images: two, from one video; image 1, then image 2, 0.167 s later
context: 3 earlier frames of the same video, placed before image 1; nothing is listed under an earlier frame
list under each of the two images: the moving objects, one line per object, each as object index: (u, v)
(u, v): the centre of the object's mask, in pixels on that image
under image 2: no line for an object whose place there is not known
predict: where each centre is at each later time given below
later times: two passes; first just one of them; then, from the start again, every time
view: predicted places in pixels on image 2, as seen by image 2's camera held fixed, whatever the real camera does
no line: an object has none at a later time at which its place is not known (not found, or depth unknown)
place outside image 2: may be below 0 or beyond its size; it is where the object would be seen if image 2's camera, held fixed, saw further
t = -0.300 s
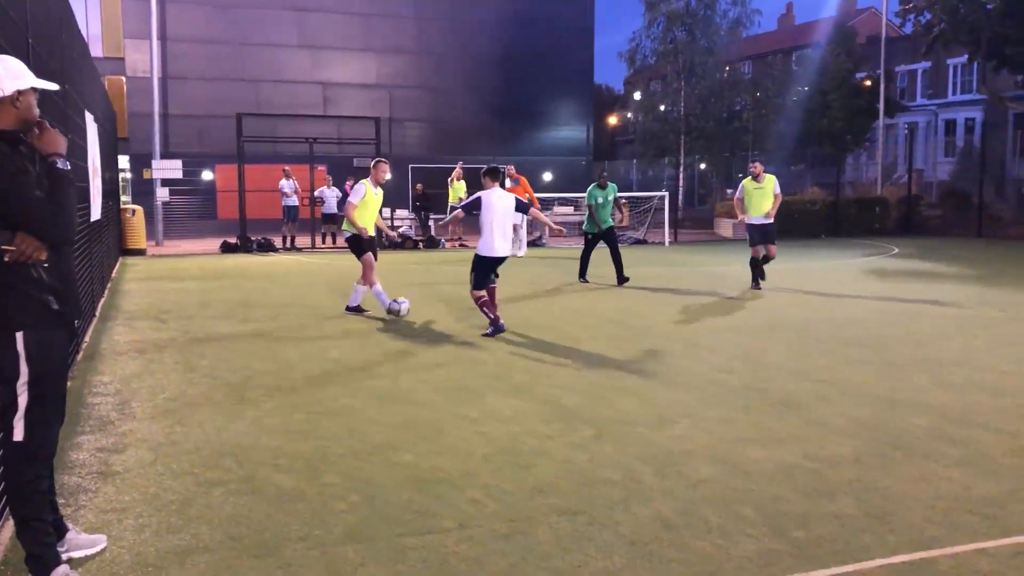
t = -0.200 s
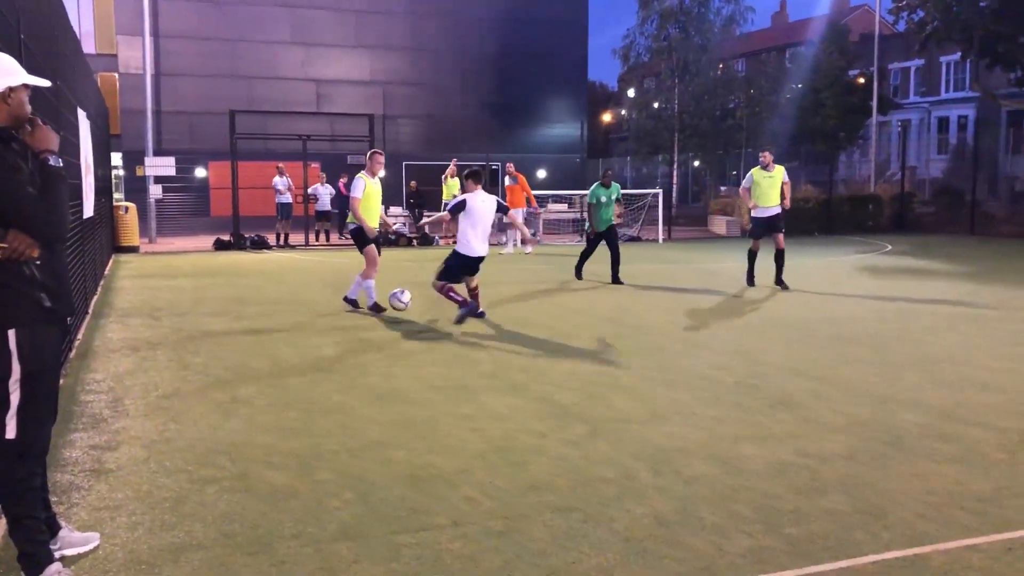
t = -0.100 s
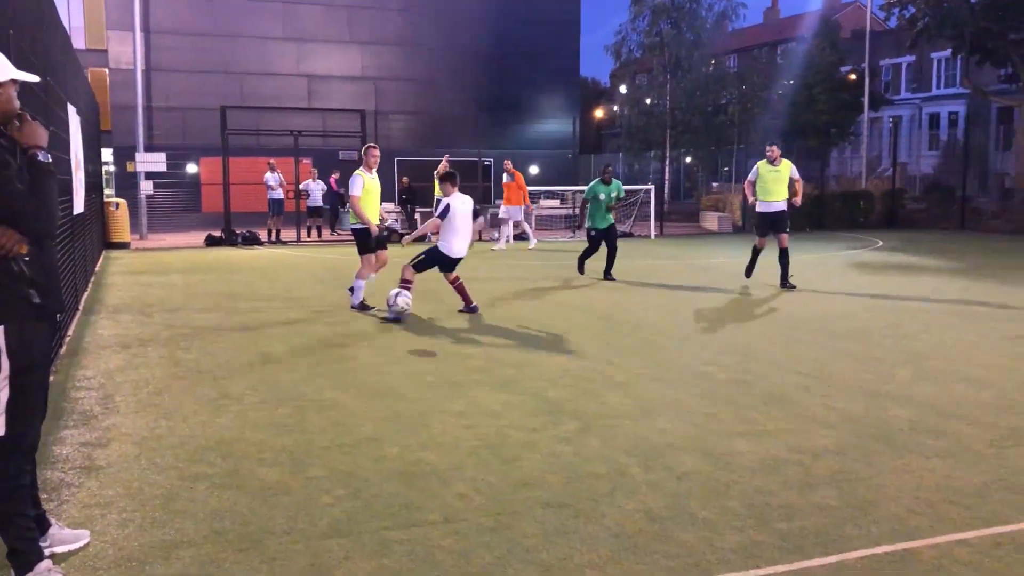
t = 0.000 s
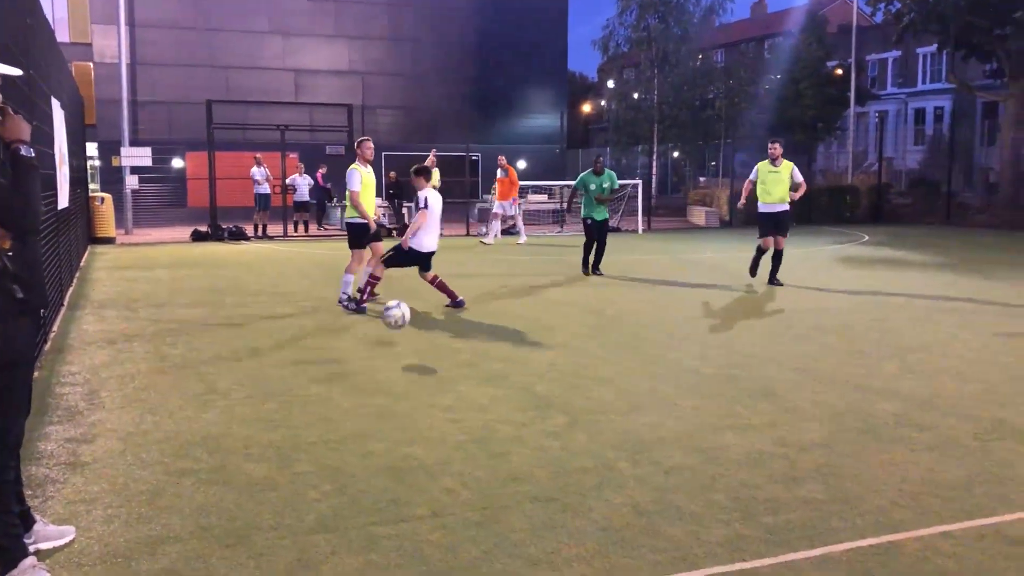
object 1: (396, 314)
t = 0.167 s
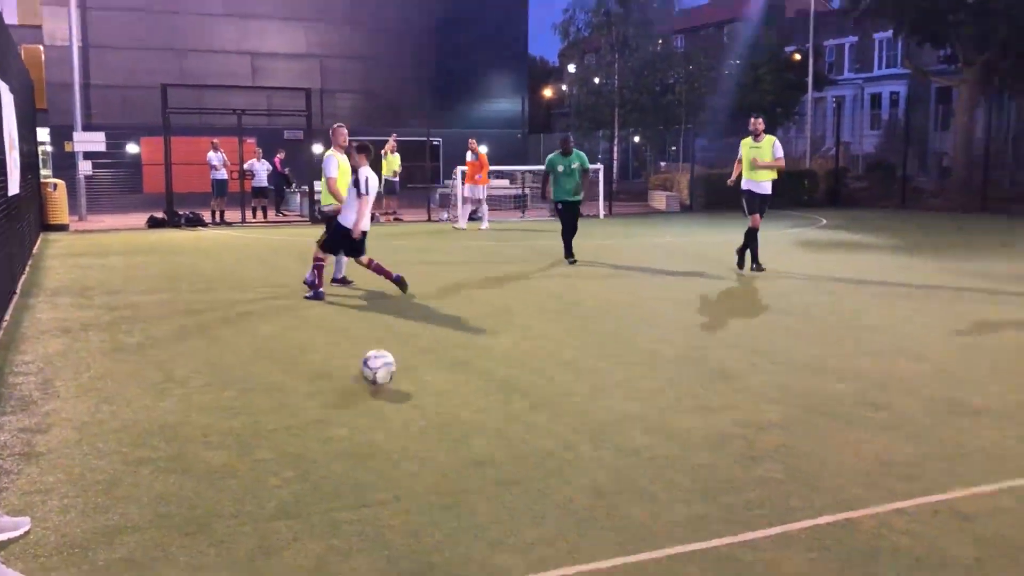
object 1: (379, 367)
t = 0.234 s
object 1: (386, 367)
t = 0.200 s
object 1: (382, 367)
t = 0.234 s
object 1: (386, 367)
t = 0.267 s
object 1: (391, 370)
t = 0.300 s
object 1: (395, 375)
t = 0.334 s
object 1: (400, 383)
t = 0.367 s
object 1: (405, 394)
